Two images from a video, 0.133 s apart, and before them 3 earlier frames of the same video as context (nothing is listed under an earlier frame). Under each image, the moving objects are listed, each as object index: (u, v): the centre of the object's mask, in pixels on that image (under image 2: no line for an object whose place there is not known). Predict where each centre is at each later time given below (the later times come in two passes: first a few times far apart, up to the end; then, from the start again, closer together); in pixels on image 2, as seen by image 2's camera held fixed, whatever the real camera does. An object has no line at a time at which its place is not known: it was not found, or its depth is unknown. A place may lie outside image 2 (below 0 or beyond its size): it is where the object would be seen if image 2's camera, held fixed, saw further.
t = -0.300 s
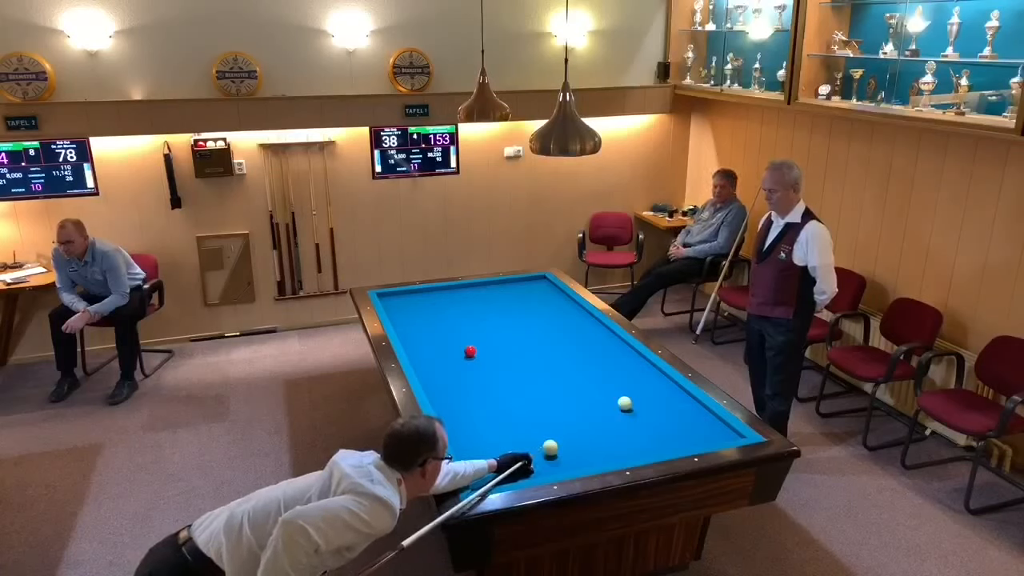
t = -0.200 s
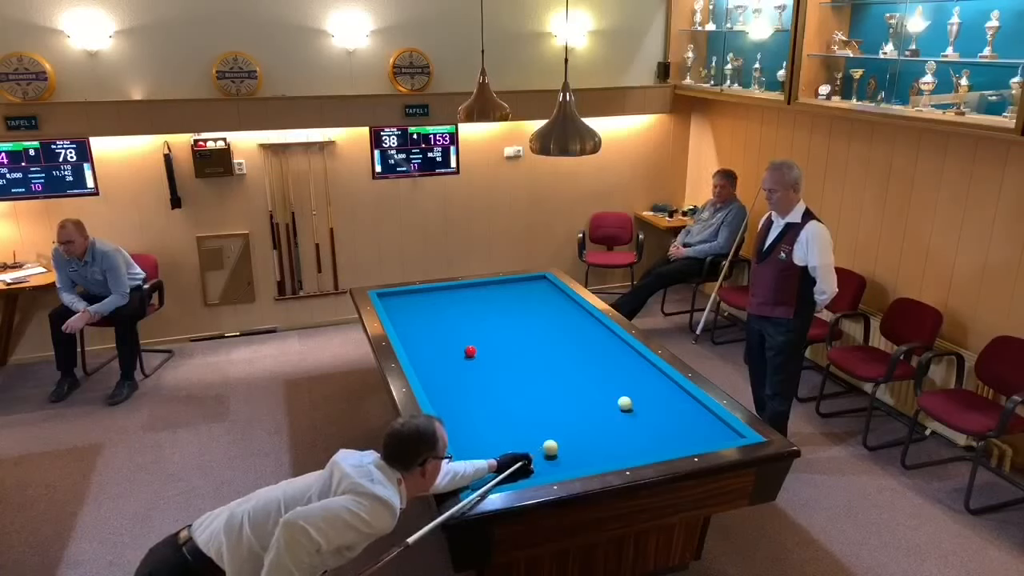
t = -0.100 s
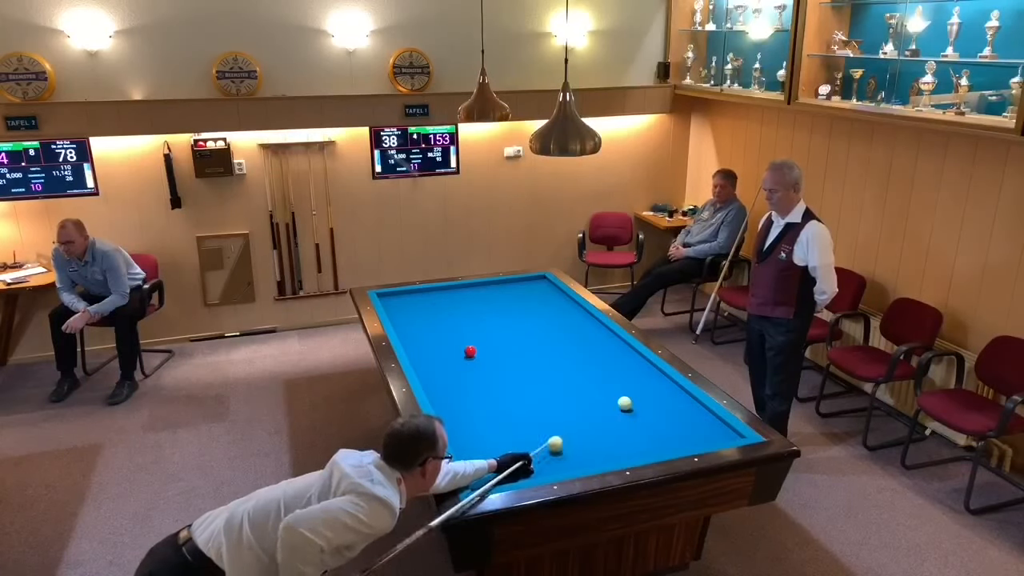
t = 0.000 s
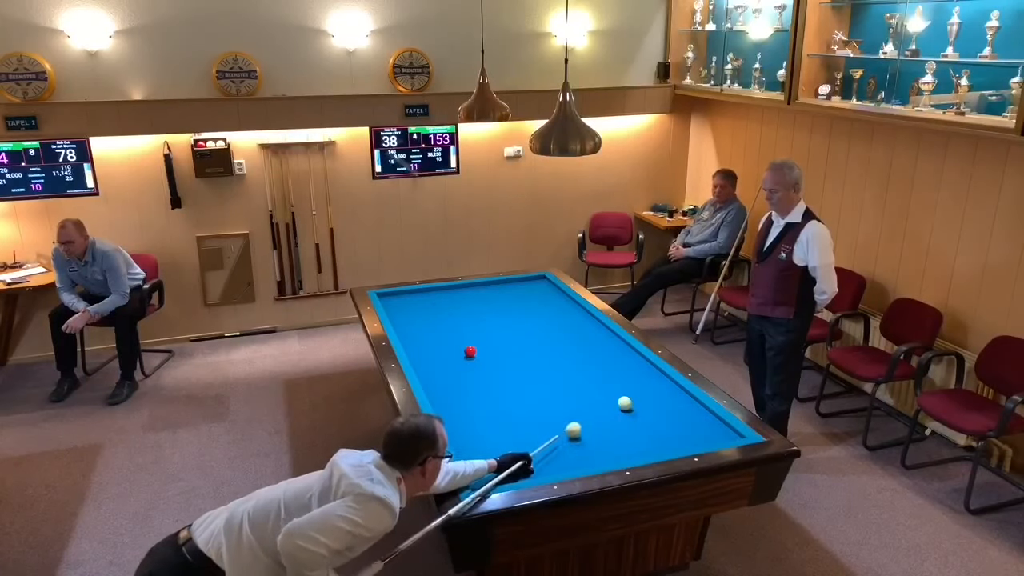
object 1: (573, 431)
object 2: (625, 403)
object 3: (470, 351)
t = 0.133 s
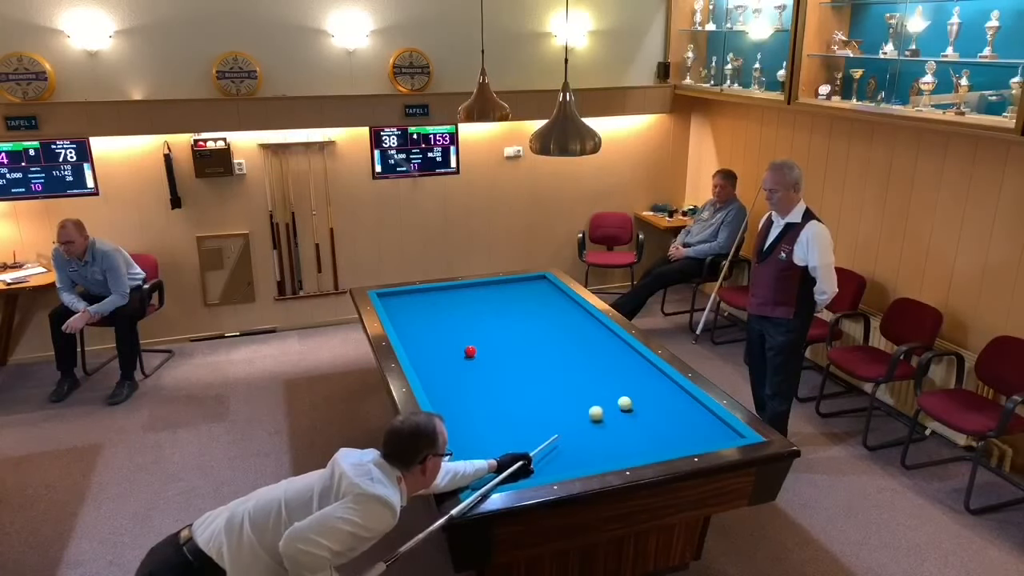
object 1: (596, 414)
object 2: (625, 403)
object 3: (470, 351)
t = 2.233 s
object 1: (469, 287)
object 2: (680, 424)
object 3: (470, 351)
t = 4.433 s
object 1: (438, 342)
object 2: (654, 443)
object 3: (470, 351)
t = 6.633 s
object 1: (471, 352)
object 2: (652, 444)
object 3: (520, 368)
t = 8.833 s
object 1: (471, 352)
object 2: (652, 444)
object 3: (555, 379)
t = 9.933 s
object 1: (471, 352)
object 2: (652, 444)
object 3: (558, 380)
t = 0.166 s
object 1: (601, 410)
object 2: (625, 403)
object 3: (470, 351)
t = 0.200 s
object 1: (606, 406)
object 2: (625, 403)
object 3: (470, 351)
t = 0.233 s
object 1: (610, 402)
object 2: (625, 403)
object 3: (470, 351)
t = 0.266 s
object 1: (612, 398)
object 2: (629, 403)
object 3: (470, 351)
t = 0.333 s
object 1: (614, 391)
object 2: (636, 404)
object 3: (470, 351)
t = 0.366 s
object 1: (616, 387)
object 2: (638, 404)
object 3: (470, 351)
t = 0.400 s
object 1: (617, 383)
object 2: (641, 404)
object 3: (470, 351)
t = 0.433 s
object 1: (618, 380)
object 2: (644, 404)
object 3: (470, 351)
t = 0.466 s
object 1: (620, 377)
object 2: (647, 405)
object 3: (470, 351)
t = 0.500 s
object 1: (621, 373)
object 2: (650, 405)
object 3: (470, 351)
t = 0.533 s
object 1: (622, 370)
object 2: (653, 405)
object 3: (470, 351)
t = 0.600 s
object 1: (624, 363)
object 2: (658, 405)
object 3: (470, 351)
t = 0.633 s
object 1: (626, 360)
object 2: (661, 405)
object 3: (470, 351)
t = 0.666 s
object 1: (627, 357)
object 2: (664, 406)
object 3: (470, 351)
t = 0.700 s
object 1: (628, 354)
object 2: (667, 406)
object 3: (470, 351)
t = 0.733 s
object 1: (629, 351)
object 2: (670, 406)
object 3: (470, 351)
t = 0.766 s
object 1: (629, 349)
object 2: (672, 406)
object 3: (470, 351)
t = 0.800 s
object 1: (624, 347)
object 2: (675, 406)
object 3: (470, 351)
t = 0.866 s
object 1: (614, 343)
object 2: (681, 407)
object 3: (470, 351)
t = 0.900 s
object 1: (609, 342)
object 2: (683, 407)
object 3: (470, 351)
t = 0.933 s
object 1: (605, 340)
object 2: (686, 407)
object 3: (470, 351)
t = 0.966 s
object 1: (601, 338)
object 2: (689, 407)
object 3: (470, 351)
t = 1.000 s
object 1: (596, 336)
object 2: (692, 407)
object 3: (470, 351)
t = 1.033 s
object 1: (592, 335)
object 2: (694, 407)
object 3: (470, 351)
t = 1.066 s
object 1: (587, 333)
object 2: (697, 408)
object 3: (470, 351)
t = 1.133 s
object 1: (579, 330)
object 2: (701, 408)
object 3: (470, 351)
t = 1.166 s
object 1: (575, 329)
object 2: (701, 409)
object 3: (470, 351)
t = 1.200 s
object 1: (571, 327)
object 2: (700, 409)
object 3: (470, 351)
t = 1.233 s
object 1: (567, 326)
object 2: (699, 410)
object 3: (470, 351)
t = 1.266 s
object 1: (564, 324)
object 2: (699, 410)
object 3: (470, 351)
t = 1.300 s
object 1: (560, 323)
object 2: (698, 411)
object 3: (470, 351)
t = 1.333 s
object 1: (556, 321)
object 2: (697, 411)
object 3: (470, 351)
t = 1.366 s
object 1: (552, 320)
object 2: (696, 412)
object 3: (470, 351)
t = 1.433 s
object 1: (545, 317)
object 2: (695, 413)
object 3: (470, 351)
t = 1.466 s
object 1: (541, 315)
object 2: (694, 413)
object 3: (470, 351)
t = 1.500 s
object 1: (538, 314)
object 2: (693, 414)
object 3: (470, 352)
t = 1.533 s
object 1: (534, 313)
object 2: (693, 414)
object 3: (470, 351)
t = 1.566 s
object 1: (531, 311)
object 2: (692, 415)
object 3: (470, 351)
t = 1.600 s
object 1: (527, 310)
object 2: (691, 415)
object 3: (470, 351)
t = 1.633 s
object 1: (524, 309)
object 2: (691, 416)
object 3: (470, 351)
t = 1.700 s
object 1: (517, 306)
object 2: (689, 417)
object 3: (470, 351)
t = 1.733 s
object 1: (514, 305)
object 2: (689, 417)
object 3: (470, 351)
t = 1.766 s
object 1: (511, 304)
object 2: (688, 418)
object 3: (470, 351)
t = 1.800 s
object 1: (508, 302)
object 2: (687, 418)
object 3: (470, 351)
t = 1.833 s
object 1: (504, 301)
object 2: (687, 419)
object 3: (470, 351)
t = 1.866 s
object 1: (501, 300)
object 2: (686, 419)
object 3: (470, 352)
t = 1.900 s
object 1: (498, 298)
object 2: (686, 420)
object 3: (470, 351)
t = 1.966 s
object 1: (492, 296)
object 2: (684, 421)
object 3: (470, 351)
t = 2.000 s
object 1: (489, 295)
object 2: (684, 421)
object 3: (470, 351)
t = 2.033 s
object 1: (486, 294)
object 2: (683, 421)
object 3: (470, 351)
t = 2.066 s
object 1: (483, 293)
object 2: (682, 422)
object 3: (470, 351)
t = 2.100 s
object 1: (480, 292)
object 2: (682, 422)
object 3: (470, 351)
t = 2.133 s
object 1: (477, 291)
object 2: (681, 423)
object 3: (470, 352)
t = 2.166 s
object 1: (475, 290)
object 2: (681, 423)
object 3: (470, 351)
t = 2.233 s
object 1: (469, 287)
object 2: (680, 424)
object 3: (470, 351)
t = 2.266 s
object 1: (466, 286)
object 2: (679, 425)
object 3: (470, 351)
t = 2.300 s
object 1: (464, 286)
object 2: (679, 425)
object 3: (470, 351)
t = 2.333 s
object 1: (462, 287)
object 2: (678, 425)
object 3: (470, 351)
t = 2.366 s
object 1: (461, 288)
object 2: (677, 426)
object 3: (470, 351)
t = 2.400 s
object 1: (459, 289)
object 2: (677, 426)
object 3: (470, 351)
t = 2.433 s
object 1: (458, 290)
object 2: (676, 427)
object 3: (470, 351)
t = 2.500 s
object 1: (455, 292)
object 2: (675, 427)
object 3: (470, 351)
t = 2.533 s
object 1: (453, 293)
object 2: (675, 428)
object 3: (470, 351)
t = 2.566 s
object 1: (452, 294)
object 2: (674, 428)
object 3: (470, 351)
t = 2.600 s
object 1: (450, 295)
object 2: (674, 429)
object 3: (470, 351)
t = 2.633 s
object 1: (448, 296)
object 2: (673, 429)
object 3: (470, 352)
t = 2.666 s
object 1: (447, 297)
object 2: (673, 429)
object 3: (470, 351)
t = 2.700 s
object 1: (445, 298)
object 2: (672, 430)
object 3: (470, 351)
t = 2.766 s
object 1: (442, 300)
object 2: (671, 430)
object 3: (470, 351)
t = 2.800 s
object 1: (440, 301)
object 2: (670, 431)
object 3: (470, 351)
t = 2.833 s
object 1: (439, 302)
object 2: (670, 431)
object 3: (470, 351)
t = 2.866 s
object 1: (437, 303)
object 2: (670, 431)
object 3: (470, 351)
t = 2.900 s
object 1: (435, 304)
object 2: (669, 432)
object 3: (470, 352)
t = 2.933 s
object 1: (434, 305)
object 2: (669, 432)
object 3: (470, 351)
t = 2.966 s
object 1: (432, 306)
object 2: (668, 432)
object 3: (470, 351)
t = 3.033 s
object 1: (428, 308)
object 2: (667, 433)
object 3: (470, 351)
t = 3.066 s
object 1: (427, 309)
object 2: (667, 433)
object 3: (470, 351)
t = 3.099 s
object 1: (425, 310)
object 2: (666, 434)
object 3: (470, 351)
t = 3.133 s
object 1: (423, 311)
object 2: (666, 434)
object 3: (470, 351)
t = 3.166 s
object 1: (422, 312)
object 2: (665, 434)
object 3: (470, 351)
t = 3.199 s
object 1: (420, 313)
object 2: (665, 434)
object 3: (470, 351)
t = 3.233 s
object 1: (418, 314)
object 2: (665, 435)
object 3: (470, 352)
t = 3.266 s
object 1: (416, 315)
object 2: (664, 435)
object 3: (470, 351)
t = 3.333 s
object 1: (413, 318)
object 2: (663, 436)
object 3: (470, 352)
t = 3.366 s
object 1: (411, 319)
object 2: (663, 436)
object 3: (470, 351)
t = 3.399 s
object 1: (409, 320)
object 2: (663, 436)
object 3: (470, 351)
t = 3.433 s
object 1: (407, 321)
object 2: (662, 436)
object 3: (470, 352)
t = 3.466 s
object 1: (406, 322)
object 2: (662, 437)
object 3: (470, 351)
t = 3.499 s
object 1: (404, 323)
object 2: (661, 437)
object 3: (470, 352)
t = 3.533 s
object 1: (402, 324)
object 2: (661, 437)
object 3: (470, 352)
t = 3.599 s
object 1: (399, 326)
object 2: (660, 438)
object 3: (470, 352)
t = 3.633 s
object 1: (398, 327)
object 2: (660, 438)
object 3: (470, 352)
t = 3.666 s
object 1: (400, 328)
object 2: (659, 438)
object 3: (470, 351)
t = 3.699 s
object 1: (401, 328)
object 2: (659, 438)
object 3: (470, 351)
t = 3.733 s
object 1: (403, 329)
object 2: (659, 438)
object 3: (470, 351)
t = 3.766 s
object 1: (404, 330)
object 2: (658, 439)
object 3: (470, 351)
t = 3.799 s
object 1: (406, 330)
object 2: (658, 439)
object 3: (470, 352)
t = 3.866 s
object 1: (409, 331)
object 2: (658, 440)
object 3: (470, 351)
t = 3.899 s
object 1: (411, 332)
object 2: (657, 440)
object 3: (470, 351)
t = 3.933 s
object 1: (413, 333)
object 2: (657, 440)
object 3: (470, 351)
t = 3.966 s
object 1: (415, 333)
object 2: (657, 440)
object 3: (470, 352)
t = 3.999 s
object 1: (416, 334)
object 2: (656, 440)
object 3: (470, 351)
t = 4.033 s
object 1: (418, 334)
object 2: (656, 440)
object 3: (470, 351)
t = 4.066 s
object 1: (420, 335)
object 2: (656, 441)
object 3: (470, 351)
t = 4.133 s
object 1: (423, 336)
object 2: (655, 441)
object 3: (470, 351)
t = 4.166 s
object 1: (425, 337)
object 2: (655, 441)
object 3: (470, 351)
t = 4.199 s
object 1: (427, 337)
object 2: (655, 441)
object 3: (470, 351)
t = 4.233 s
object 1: (428, 338)
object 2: (655, 442)
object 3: (470, 351)
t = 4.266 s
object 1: (430, 339)
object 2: (655, 442)
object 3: (470, 351)
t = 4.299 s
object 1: (432, 339)
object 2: (654, 442)
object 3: (470, 351)
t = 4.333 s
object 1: (433, 340)
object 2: (654, 442)
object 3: (470, 351)
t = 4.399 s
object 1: (437, 341)
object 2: (654, 442)
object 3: (470, 352)
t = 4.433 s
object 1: (438, 342)
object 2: (654, 443)
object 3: (470, 351)
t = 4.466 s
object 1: (440, 342)
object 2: (654, 443)
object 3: (470, 351)
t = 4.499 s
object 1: (442, 343)
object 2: (653, 443)
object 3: (470, 352)
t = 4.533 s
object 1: (443, 343)
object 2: (653, 443)
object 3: (470, 352)
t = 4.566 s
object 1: (445, 344)
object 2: (653, 443)
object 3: (470, 351)
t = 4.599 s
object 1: (447, 345)
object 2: (653, 443)
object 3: (470, 351)
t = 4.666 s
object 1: (450, 346)
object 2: (653, 443)
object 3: (470, 351)
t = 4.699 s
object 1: (452, 346)
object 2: (653, 443)
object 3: (470, 352)
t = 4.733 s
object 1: (454, 347)
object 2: (652, 443)
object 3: (470, 351)
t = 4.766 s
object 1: (455, 347)
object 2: (652, 443)
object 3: (470, 351)
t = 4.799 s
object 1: (457, 348)
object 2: (652, 444)
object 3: (470, 352)
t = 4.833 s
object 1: (458, 348)
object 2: (652, 444)
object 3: (470, 351)
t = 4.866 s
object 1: (460, 349)
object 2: (652, 444)
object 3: (470, 352)
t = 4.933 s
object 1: (461, 349)
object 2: (652, 444)
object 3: (473, 352)
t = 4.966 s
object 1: (461, 349)
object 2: (652, 444)
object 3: (474, 353)
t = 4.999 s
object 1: (462, 350)
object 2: (652, 444)
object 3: (474, 353)
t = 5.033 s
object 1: (462, 350)
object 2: (652, 444)
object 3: (476, 353)
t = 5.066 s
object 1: (463, 350)
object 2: (652, 444)
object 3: (477, 354)
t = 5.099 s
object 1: (463, 350)
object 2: (652, 444)
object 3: (478, 354)
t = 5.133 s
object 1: (463, 350)
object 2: (652, 444)
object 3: (479, 355)
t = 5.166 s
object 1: (464, 350)
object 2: (652, 444)
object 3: (480, 355)
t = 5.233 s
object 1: (464, 350)
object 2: (652, 444)
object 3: (482, 355)
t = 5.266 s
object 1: (464, 350)
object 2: (652, 444)
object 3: (483, 356)
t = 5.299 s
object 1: (465, 350)
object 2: (651, 444)
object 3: (484, 356)
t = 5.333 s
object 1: (465, 350)
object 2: (651, 444)
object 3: (485, 357)
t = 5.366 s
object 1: (465, 351)
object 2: (652, 444)
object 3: (486, 357)
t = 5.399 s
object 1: (466, 351)
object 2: (652, 444)
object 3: (487, 357)
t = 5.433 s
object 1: (466, 351)
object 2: (651, 444)
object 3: (488, 358)
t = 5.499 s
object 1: (466, 351)
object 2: (651, 444)
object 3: (490, 358)
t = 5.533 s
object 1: (467, 351)
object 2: (651, 444)
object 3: (491, 359)
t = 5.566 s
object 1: (467, 351)
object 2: (652, 444)
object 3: (492, 359)
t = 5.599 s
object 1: (467, 351)
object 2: (652, 444)
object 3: (493, 359)
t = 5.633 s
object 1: (467, 351)
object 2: (652, 444)
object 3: (494, 360)
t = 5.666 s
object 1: (468, 351)
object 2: (652, 444)
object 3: (495, 360)
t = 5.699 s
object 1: (468, 351)
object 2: (652, 444)
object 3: (496, 360)
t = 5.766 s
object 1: (468, 351)
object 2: (652, 444)
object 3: (498, 361)
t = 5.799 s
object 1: (468, 351)
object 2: (652, 444)
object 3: (499, 361)
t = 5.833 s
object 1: (468, 351)
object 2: (652, 444)
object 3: (500, 361)
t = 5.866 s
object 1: (469, 352)
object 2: (652, 444)
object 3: (501, 362)
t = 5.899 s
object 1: (469, 352)
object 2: (652, 444)
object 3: (502, 362)
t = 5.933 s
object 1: (469, 352)
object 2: (652, 444)
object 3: (503, 362)
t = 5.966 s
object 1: (469, 352)
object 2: (652, 444)
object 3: (503, 363)
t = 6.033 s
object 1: (469, 352)
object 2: (652, 444)
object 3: (505, 363)
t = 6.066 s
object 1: (469, 352)
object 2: (652, 444)
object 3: (506, 364)
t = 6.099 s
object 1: (470, 352)
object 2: (652, 444)
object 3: (507, 364)
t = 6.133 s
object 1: (470, 352)
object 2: (652, 444)
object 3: (508, 365)
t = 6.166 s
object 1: (470, 352)
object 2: (652, 444)
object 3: (509, 365)
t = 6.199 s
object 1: (470, 352)
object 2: (652, 444)
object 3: (510, 365)
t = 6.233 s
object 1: (470, 352)
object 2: (652, 444)
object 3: (511, 365)
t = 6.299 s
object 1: (470, 352)
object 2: (652, 444)
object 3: (512, 366)
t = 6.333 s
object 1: (470, 352)
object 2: (652, 444)
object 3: (513, 366)
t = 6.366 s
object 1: (470, 352)
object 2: (652, 444)
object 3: (514, 366)
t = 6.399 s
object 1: (471, 352)
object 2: (652, 444)
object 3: (515, 366)
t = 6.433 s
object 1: (471, 352)
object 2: (652, 444)
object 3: (516, 367)
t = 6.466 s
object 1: (471, 352)
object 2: (652, 444)
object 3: (517, 367)
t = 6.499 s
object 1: (471, 352)
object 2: (652, 444)
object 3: (517, 367)
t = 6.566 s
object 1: (471, 352)
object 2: (652, 444)
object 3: (519, 368)
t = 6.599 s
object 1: (471, 352)
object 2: (652, 444)
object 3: (520, 368)
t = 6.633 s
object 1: (471, 352)
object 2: (652, 444)
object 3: (520, 368)
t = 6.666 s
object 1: (471, 352)
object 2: (652, 444)
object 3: (521, 368)
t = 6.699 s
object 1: (471, 352)
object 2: (652, 444)
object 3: (522, 369)
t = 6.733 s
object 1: (471, 352)
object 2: (652, 444)
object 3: (523, 369)
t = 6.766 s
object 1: (471, 352)
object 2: (652, 444)
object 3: (523, 369)
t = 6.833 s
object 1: (471, 352)
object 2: (652, 444)
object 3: (525, 370)
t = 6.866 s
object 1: (471, 352)
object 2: (652, 444)
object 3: (526, 370)
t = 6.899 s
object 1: (471, 352)
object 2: (652, 444)
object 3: (526, 370)
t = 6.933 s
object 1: (471, 352)
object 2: (652, 444)
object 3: (527, 370)
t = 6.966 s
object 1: (471, 352)
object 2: (652, 444)
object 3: (528, 371)
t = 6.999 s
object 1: (471, 352)
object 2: (652, 444)
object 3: (528, 371)
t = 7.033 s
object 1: (471, 352)
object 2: (652, 444)
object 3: (529, 371)
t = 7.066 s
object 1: (471, 352)
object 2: (652, 444)
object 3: (530, 371)
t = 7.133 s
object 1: (471, 352)
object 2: (652, 444)
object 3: (531, 372)
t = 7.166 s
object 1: (471, 352)
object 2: (652, 444)
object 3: (532, 372)
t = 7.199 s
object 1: (471, 352)
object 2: (652, 444)
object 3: (532, 372)
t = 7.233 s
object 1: (471, 352)
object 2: (652, 444)
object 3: (533, 372)
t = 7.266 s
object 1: (471, 352)
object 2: (652, 444)
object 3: (533, 373)
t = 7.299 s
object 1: (471, 352)
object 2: (652, 444)
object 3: (534, 373)
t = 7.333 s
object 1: (471, 352)
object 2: (652, 444)
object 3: (535, 373)
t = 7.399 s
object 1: (471, 352)
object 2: (652, 444)
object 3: (536, 373)
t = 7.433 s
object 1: (471, 352)
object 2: (652, 444)
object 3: (537, 374)
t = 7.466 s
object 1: (471, 352)
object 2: (652, 444)
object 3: (537, 374)
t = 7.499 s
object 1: (471, 352)
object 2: (652, 444)
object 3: (538, 374)
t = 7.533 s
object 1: (471, 352)
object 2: (652, 444)
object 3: (539, 374)
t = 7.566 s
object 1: (471, 352)
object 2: (652, 444)
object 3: (539, 375)
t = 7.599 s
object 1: (471, 352)
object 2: (652, 444)
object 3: (540, 374)
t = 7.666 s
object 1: (471, 352)
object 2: (652, 444)
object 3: (541, 375)
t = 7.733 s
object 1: (471, 352)
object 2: (652, 444)
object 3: (542, 375)
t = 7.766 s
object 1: (471, 352)
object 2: (652, 444)
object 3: (542, 375)
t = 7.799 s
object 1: (471, 352)
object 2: (652, 444)
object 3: (543, 376)
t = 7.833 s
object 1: (471, 352)
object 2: (652, 444)
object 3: (544, 376)
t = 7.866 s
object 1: (471, 352)
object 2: (652, 444)
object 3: (544, 376)
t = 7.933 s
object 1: (471, 352)
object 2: (652, 444)
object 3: (545, 376)
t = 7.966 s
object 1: (471, 352)
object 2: (652, 444)
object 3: (545, 377)
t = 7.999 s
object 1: (471, 352)
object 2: (652, 444)
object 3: (546, 377)
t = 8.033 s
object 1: (471, 352)
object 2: (652, 444)
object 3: (546, 377)
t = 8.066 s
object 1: (471, 352)
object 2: (652, 444)
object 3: (547, 377)
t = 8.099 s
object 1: (471, 352)
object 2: (652, 444)
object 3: (547, 377)
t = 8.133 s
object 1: (471, 352)
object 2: (652, 444)
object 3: (548, 377)
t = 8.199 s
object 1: (471, 352)
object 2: (652, 444)
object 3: (548, 377)
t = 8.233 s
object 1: (471, 352)
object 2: (652, 444)
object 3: (549, 377)
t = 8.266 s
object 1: (471, 352)
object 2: (652, 444)
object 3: (549, 378)
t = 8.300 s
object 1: (471, 352)
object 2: (652, 444)
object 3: (550, 378)
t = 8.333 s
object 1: (471, 352)
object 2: (652, 444)
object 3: (550, 378)
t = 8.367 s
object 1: (471, 352)
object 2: (652, 444)
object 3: (550, 378)
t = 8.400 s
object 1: (471, 352)
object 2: (652, 444)
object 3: (551, 378)
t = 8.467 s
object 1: (471, 352)
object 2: (652, 444)
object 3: (551, 378)
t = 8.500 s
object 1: (471, 352)
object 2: (652, 444)
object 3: (552, 379)
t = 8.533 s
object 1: (471, 352)
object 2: (652, 444)
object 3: (552, 378)
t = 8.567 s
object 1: (471, 352)
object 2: (652, 444)
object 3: (553, 379)
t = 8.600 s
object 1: (471, 352)
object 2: (652, 444)
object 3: (553, 379)
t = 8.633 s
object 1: (471, 352)
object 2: (652, 444)
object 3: (553, 379)
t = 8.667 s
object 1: (471, 352)
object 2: (652, 444)
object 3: (554, 379)
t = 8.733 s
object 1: (471, 352)
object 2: (652, 444)
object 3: (554, 379)
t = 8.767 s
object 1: (471, 352)
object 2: (652, 444)
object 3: (554, 379)
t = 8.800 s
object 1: (471, 352)
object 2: (652, 444)
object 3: (555, 379)
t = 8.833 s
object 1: (471, 352)
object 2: (652, 444)
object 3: (555, 379)
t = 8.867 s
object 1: (471, 352)
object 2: (652, 444)
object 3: (555, 379)
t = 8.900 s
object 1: (471, 352)
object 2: (652, 444)
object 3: (555, 379)
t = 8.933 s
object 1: (471, 352)
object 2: (652, 444)
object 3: (556, 380)
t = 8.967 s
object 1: (471, 352)
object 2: (652, 444)
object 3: (556, 380)
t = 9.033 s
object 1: (471, 352)
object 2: (652, 444)
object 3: (556, 380)
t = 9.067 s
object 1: (471, 352)
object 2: (652, 444)
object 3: (556, 380)
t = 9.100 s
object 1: (471, 352)
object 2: (652, 444)
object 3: (557, 380)
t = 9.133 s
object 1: (471, 352)
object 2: (652, 444)
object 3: (557, 380)
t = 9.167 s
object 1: (471, 352)
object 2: (652, 444)
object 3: (557, 380)
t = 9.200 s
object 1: (471, 352)
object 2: (652, 444)
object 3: (557, 380)
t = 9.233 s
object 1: (471, 352)
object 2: (652, 444)
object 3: (557, 380)
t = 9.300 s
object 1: (471, 352)
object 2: (652, 444)
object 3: (557, 380)
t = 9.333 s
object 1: (471, 352)
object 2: (652, 444)
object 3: (557, 380)
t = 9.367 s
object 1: (471, 352)
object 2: (652, 444)
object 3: (557, 380)
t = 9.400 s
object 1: (471, 352)
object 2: (652, 444)
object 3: (557, 380)
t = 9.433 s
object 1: (471, 352)
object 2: (652, 444)
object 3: (558, 380)
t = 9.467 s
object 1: (471, 352)
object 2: (652, 444)
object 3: (558, 380)
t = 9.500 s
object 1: (471, 352)
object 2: (652, 444)
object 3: (558, 380)
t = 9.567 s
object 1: (471, 352)
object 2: (652, 444)
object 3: (558, 380)
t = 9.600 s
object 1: (471, 352)
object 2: (652, 444)
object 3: (558, 380)
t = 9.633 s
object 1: (471, 352)
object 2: (652, 444)
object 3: (558, 380)
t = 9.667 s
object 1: (471, 352)
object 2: (652, 444)
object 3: (558, 380)
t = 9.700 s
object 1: (471, 352)
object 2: (652, 444)
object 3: (558, 380)
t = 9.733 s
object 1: (471, 352)
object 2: (652, 444)
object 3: (558, 380)
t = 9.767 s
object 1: (471, 352)
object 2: (652, 444)
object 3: (558, 380)
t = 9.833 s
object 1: (471, 352)
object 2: (652, 444)
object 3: (558, 380)
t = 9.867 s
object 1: (471, 352)
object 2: (652, 444)
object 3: (558, 380)
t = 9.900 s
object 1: (471, 352)
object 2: (652, 444)
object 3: (558, 380)
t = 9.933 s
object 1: (471, 352)
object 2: (652, 444)
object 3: (558, 380)
